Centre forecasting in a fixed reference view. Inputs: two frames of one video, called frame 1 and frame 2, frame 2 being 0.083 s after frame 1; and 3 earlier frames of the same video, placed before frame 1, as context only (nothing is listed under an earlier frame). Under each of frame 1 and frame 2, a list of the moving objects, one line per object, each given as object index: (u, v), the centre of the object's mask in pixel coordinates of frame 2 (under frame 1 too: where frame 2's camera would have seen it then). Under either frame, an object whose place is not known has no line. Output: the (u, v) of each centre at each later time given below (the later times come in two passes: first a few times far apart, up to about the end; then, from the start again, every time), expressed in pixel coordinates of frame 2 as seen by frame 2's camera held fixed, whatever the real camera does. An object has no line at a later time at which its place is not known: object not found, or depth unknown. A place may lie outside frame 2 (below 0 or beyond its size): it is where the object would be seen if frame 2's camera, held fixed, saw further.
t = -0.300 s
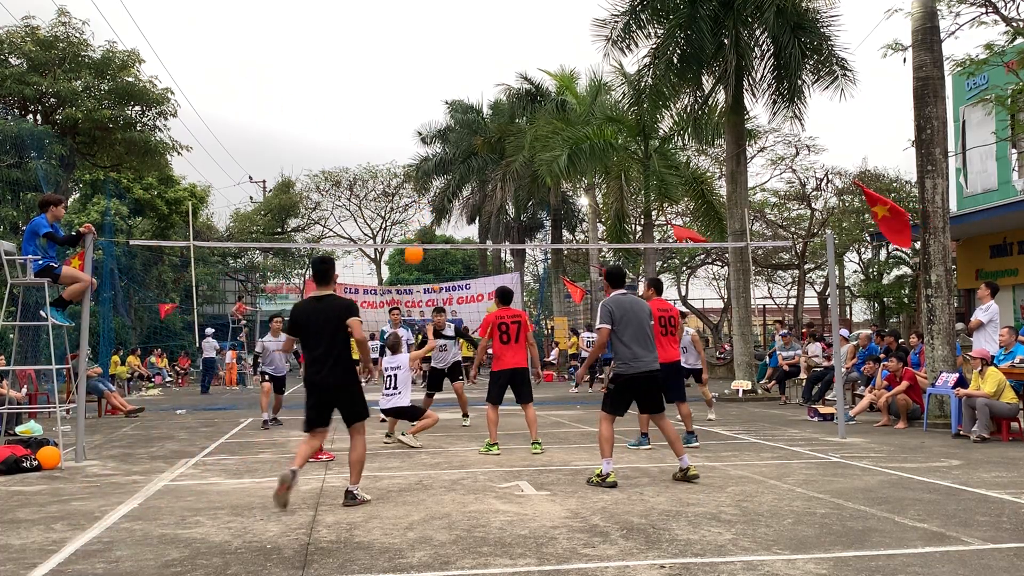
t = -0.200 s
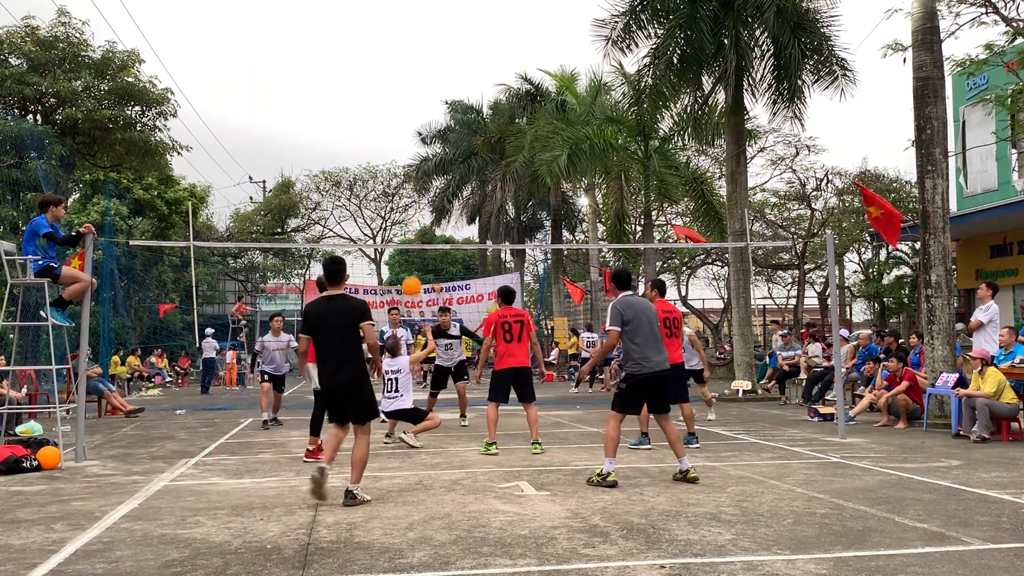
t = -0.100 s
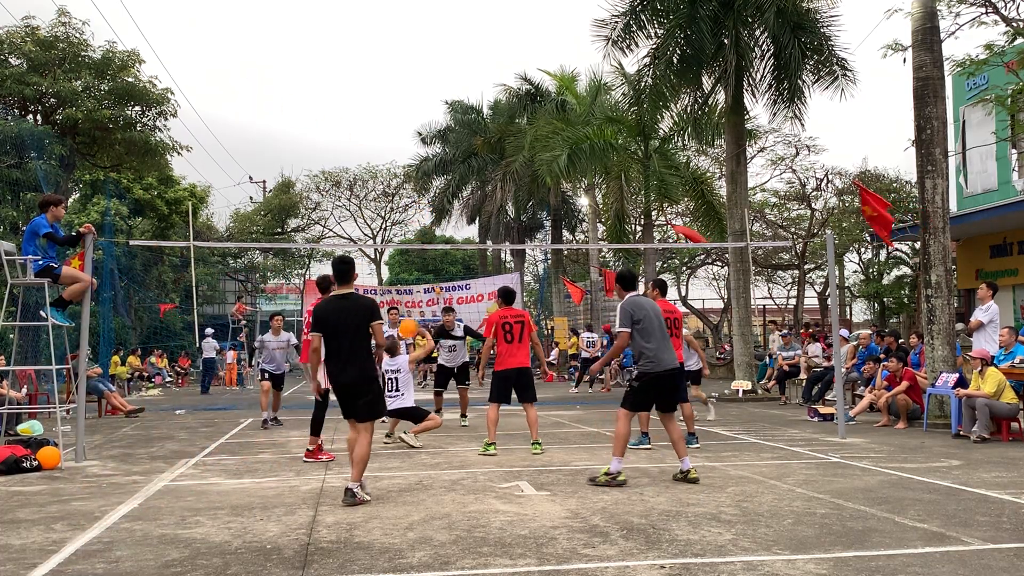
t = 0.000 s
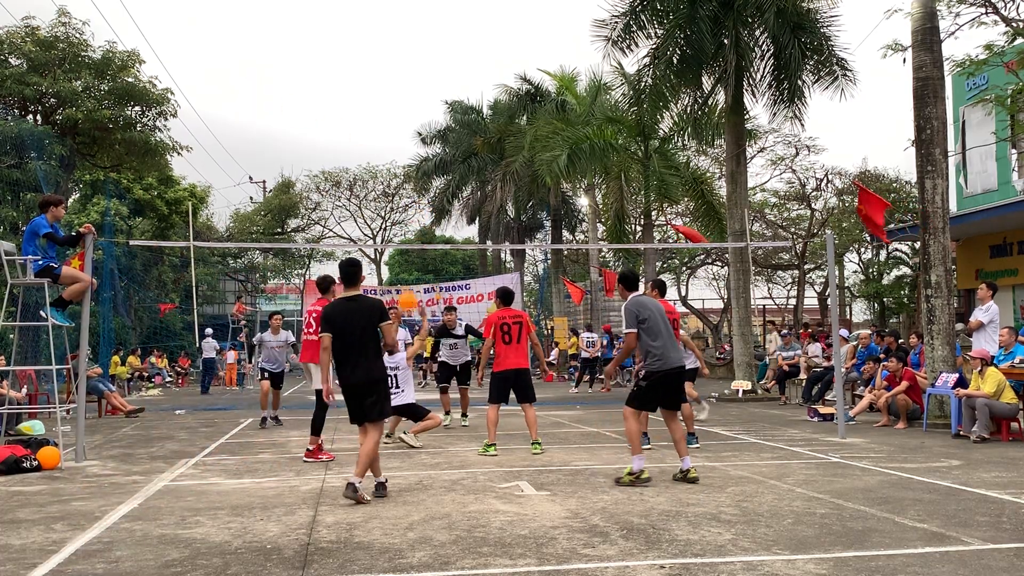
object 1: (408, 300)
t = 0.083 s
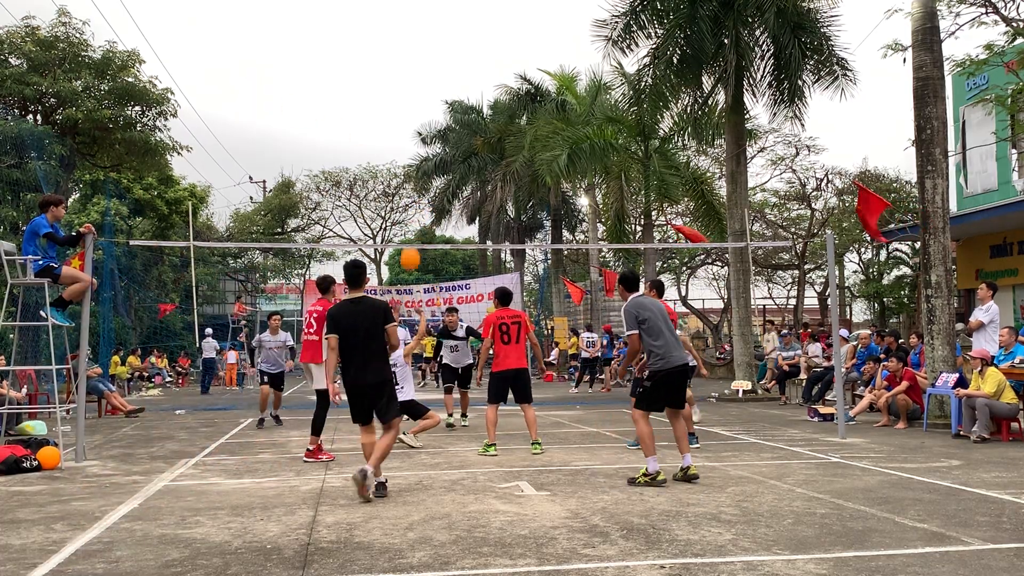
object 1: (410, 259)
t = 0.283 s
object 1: (417, 181)
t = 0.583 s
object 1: (428, 135)
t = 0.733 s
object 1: (434, 140)
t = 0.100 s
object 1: (410, 251)
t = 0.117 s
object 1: (411, 243)
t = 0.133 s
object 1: (412, 236)
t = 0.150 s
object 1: (412, 229)
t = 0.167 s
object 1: (413, 222)
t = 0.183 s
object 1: (413, 215)
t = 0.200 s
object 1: (414, 208)
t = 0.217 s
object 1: (415, 202)
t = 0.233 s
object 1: (415, 197)
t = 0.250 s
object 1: (416, 192)
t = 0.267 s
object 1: (416, 186)
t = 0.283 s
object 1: (417, 181)
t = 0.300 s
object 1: (417, 177)
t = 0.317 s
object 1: (418, 173)
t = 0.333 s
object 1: (419, 169)
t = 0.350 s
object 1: (419, 165)
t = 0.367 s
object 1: (420, 161)
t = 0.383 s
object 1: (421, 158)
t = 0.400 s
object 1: (421, 154)
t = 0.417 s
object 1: (422, 151)
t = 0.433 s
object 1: (422, 148)
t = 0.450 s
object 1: (423, 145)
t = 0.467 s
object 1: (424, 143)
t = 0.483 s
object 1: (424, 141)
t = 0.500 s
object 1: (425, 139)
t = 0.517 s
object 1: (425, 138)
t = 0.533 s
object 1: (426, 137)
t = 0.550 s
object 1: (427, 136)
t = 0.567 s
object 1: (428, 135)
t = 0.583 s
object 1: (428, 135)
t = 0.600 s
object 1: (428, 134)
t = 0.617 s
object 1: (429, 134)
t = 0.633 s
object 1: (430, 134)
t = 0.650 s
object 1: (430, 135)
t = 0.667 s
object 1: (431, 135)
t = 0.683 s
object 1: (432, 136)
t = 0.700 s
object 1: (432, 137)
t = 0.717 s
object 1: (433, 138)
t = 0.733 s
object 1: (434, 140)
